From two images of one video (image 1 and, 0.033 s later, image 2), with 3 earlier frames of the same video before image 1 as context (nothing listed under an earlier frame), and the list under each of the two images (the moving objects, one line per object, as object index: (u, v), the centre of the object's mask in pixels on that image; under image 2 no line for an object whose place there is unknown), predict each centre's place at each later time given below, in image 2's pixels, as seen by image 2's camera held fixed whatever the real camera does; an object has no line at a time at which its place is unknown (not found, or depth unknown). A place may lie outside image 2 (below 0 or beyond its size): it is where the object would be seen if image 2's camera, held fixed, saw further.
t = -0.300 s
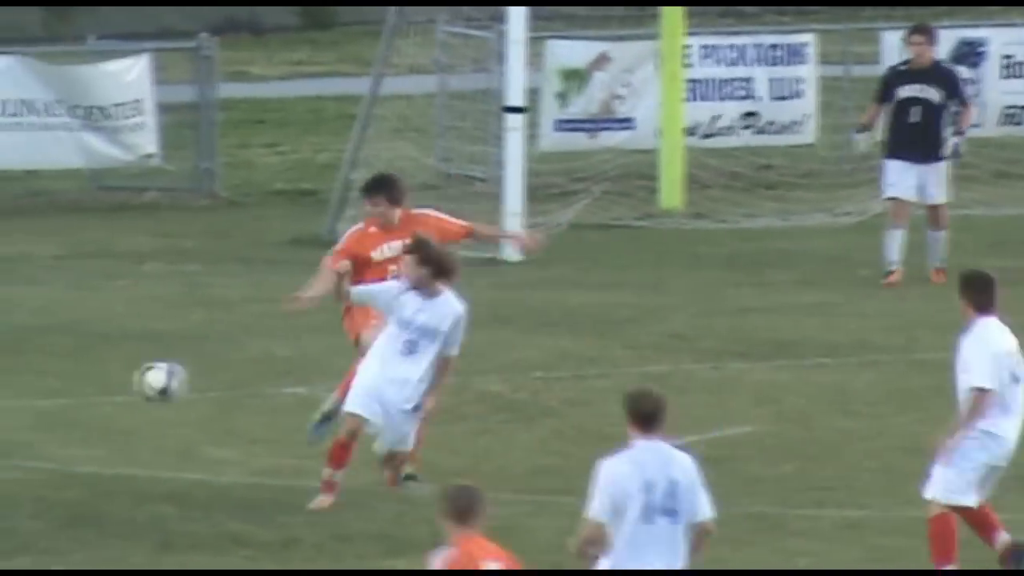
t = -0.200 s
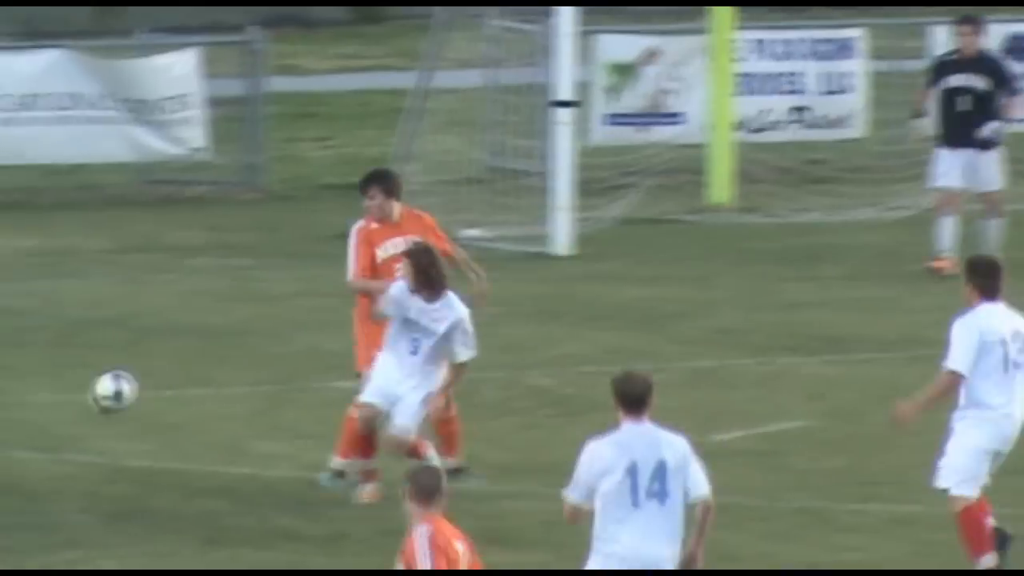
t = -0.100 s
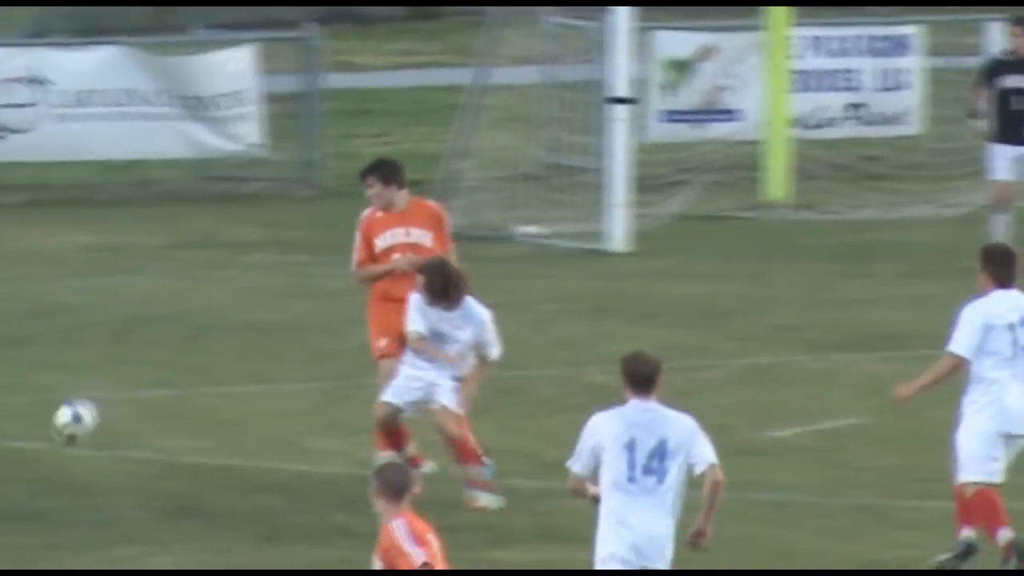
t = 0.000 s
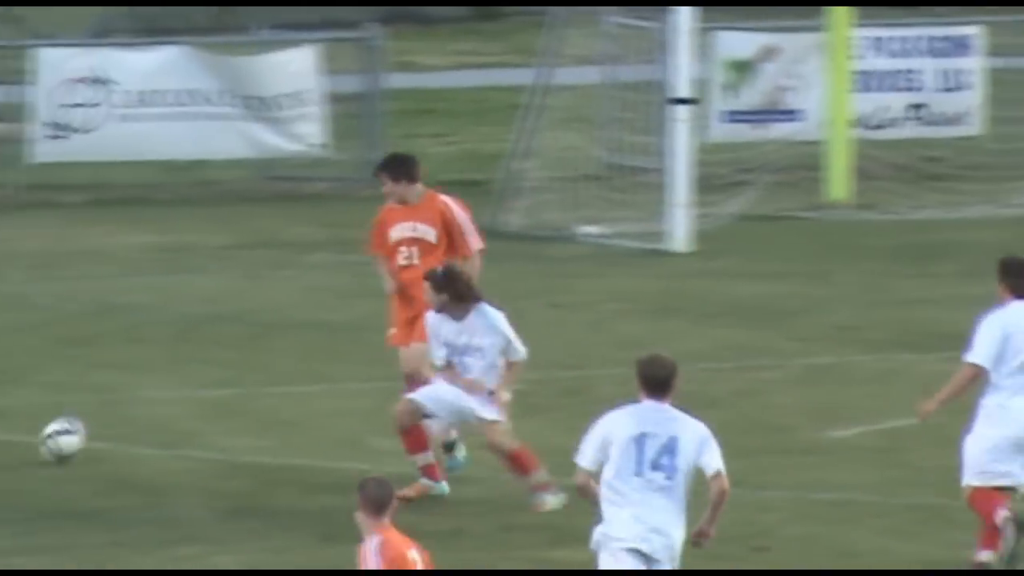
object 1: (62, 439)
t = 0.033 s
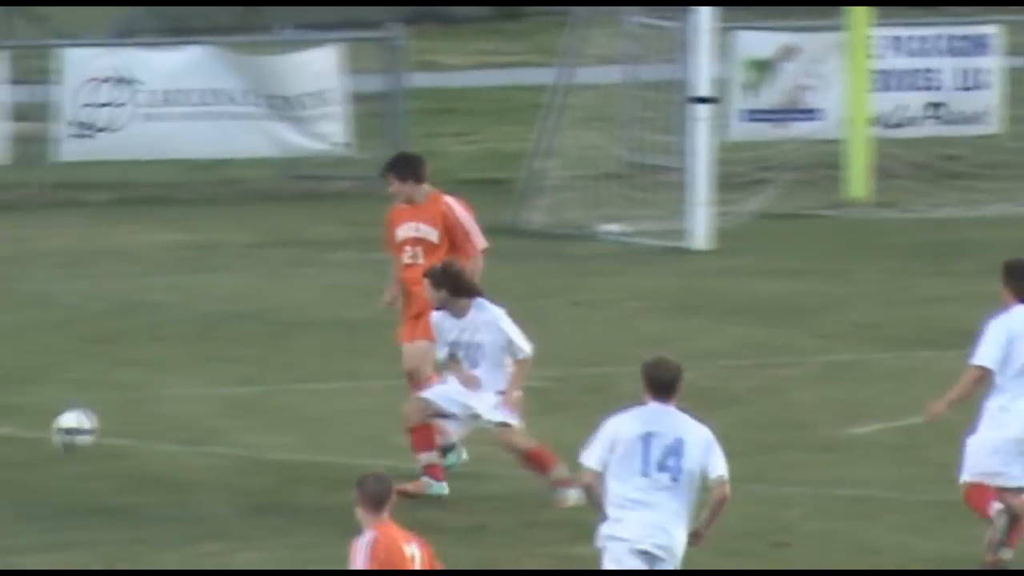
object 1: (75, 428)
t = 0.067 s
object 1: (60, 423)
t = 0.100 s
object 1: (43, 421)
